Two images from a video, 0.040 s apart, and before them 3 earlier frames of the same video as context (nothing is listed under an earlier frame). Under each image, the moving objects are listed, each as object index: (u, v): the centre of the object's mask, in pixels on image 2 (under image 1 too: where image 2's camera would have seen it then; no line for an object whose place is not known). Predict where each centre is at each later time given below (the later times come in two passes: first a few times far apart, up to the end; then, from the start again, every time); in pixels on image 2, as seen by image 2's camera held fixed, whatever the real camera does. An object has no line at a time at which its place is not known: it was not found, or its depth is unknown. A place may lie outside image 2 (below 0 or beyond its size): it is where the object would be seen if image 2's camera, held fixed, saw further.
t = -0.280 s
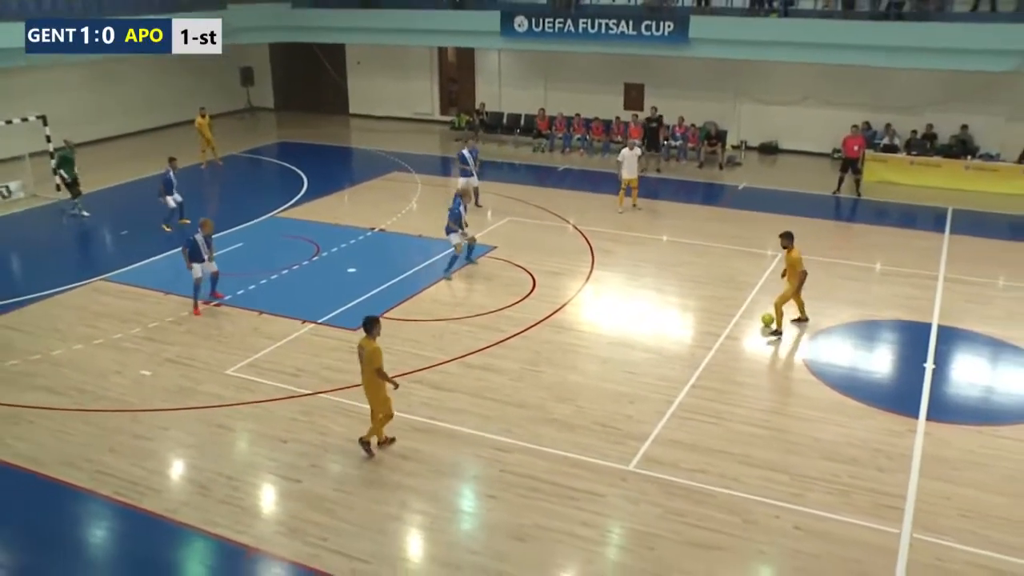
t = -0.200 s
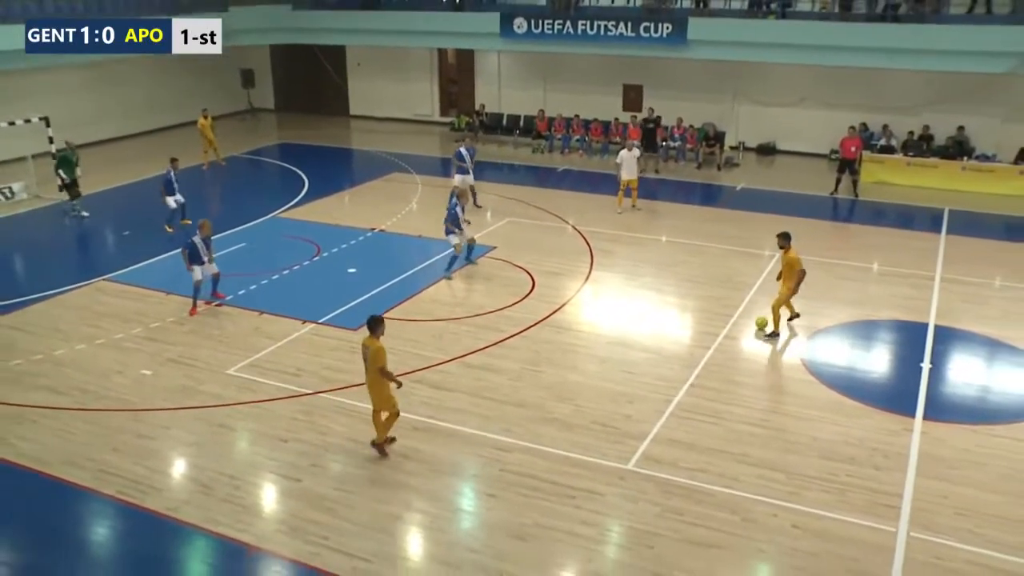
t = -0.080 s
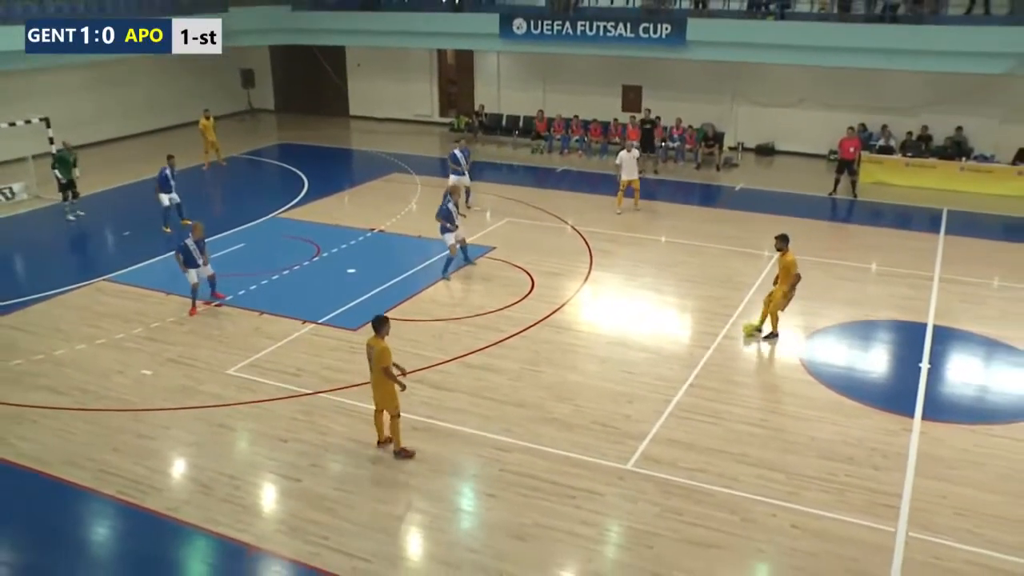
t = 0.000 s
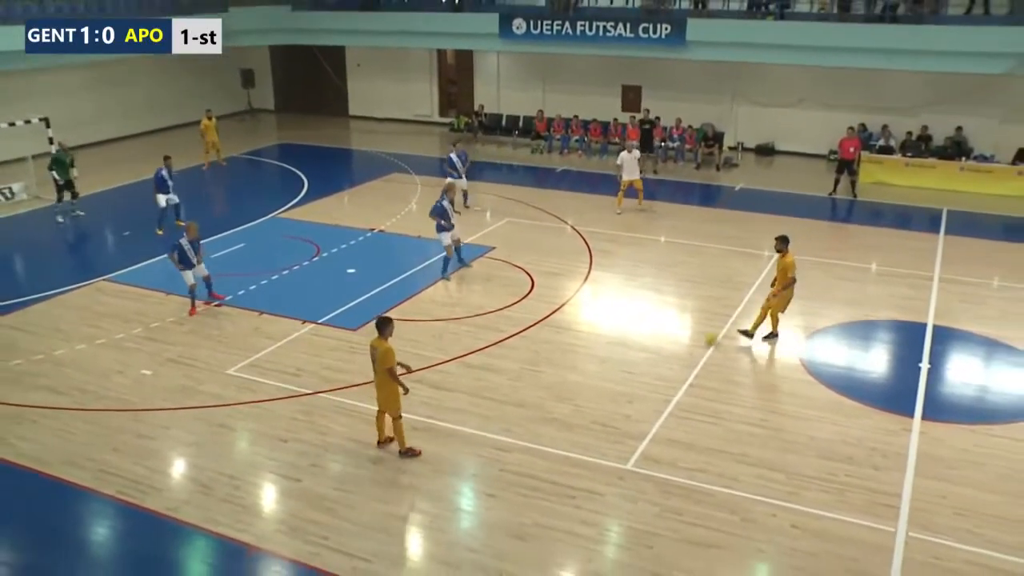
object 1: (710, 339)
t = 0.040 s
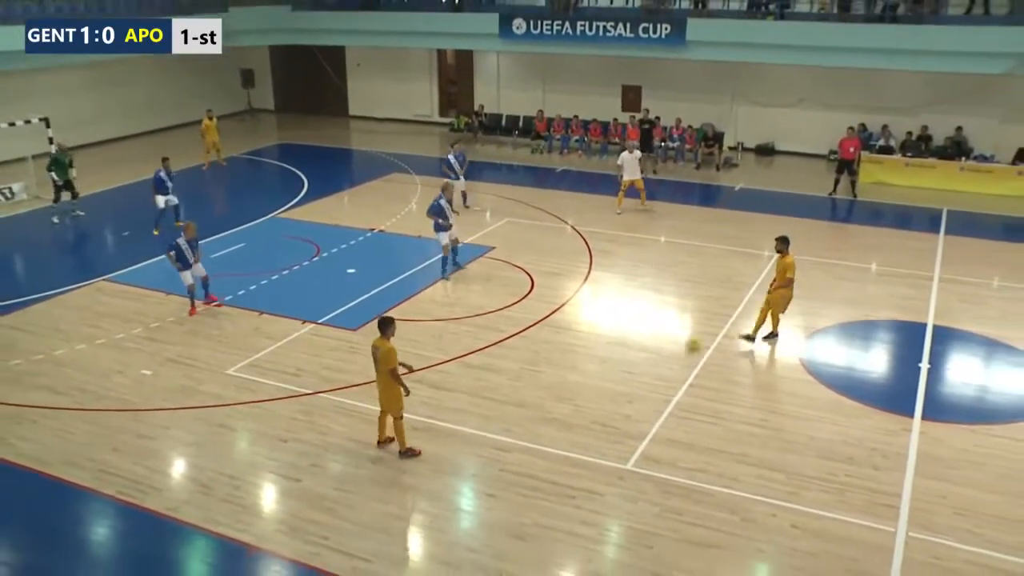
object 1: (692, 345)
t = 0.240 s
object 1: (599, 368)
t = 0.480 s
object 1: (490, 397)
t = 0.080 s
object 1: (674, 349)
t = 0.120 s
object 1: (655, 354)
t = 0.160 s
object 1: (636, 360)
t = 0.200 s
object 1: (619, 364)
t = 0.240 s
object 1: (599, 368)
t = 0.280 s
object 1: (581, 373)
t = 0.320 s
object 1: (563, 378)
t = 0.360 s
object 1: (545, 383)
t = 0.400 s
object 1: (525, 388)
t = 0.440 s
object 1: (507, 392)
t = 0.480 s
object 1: (490, 397)
